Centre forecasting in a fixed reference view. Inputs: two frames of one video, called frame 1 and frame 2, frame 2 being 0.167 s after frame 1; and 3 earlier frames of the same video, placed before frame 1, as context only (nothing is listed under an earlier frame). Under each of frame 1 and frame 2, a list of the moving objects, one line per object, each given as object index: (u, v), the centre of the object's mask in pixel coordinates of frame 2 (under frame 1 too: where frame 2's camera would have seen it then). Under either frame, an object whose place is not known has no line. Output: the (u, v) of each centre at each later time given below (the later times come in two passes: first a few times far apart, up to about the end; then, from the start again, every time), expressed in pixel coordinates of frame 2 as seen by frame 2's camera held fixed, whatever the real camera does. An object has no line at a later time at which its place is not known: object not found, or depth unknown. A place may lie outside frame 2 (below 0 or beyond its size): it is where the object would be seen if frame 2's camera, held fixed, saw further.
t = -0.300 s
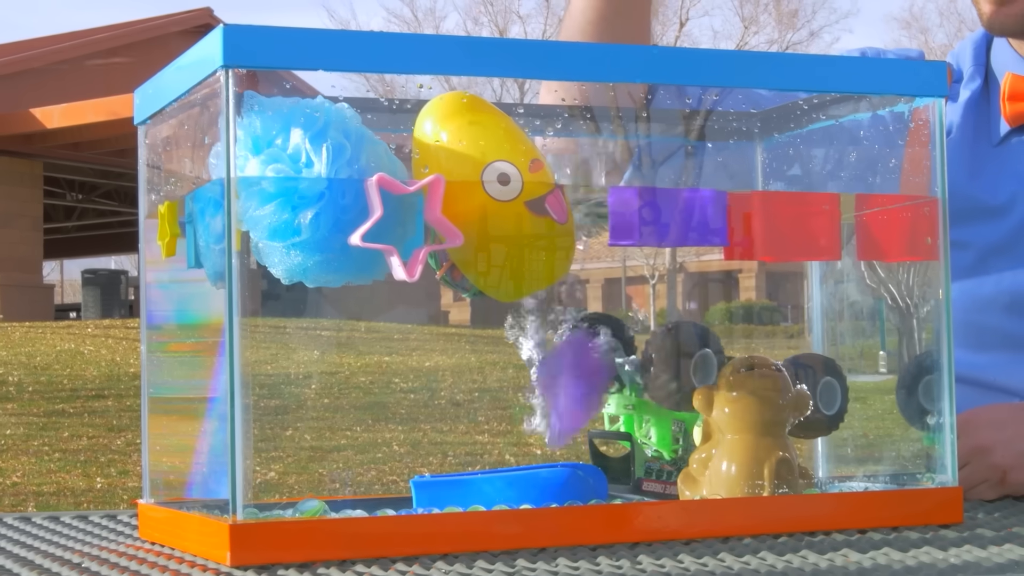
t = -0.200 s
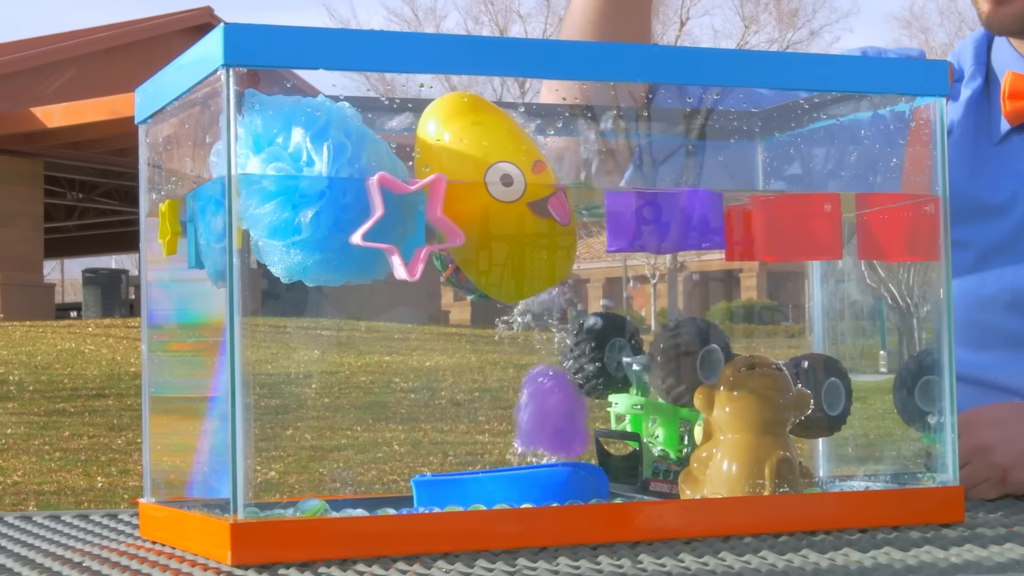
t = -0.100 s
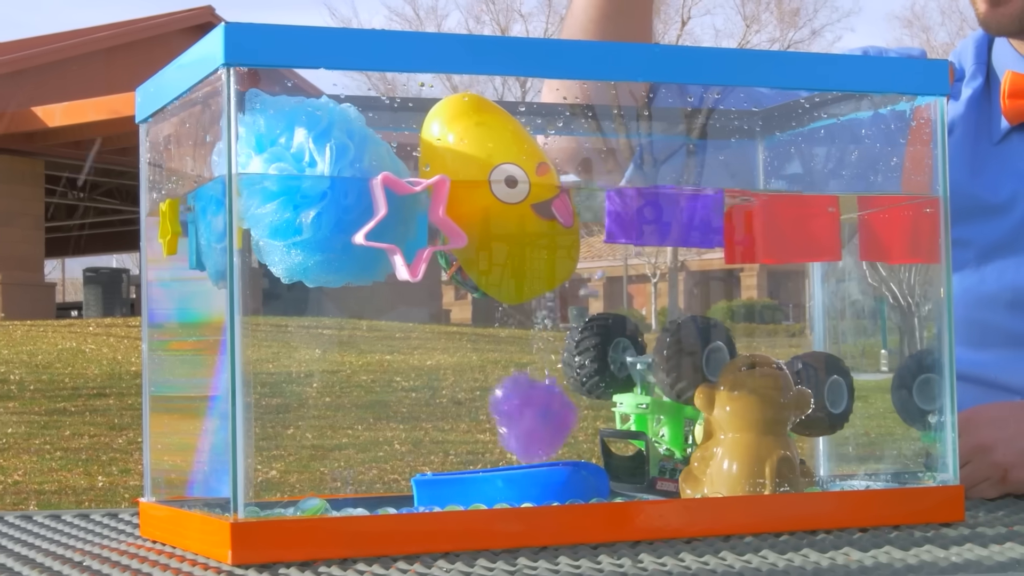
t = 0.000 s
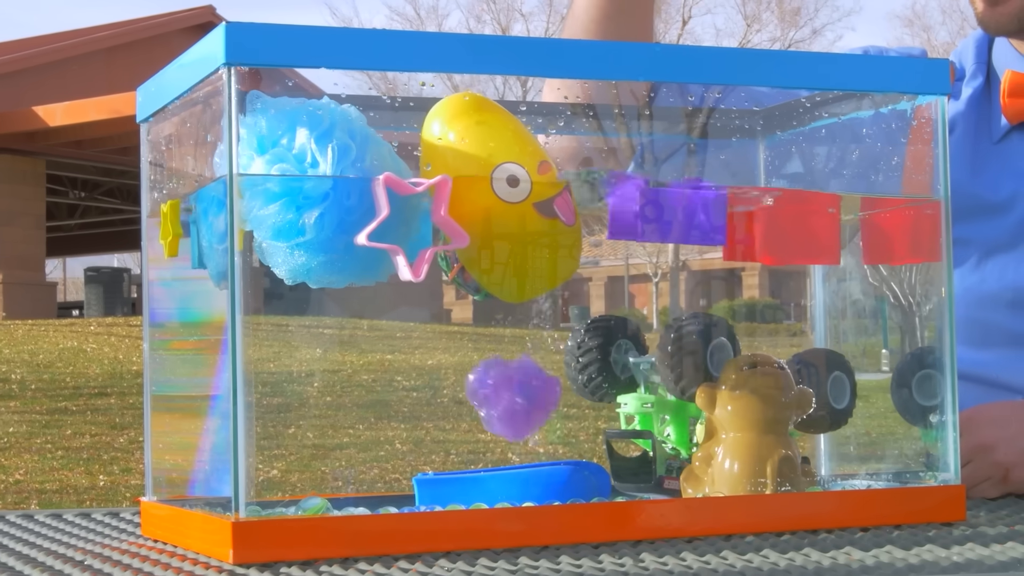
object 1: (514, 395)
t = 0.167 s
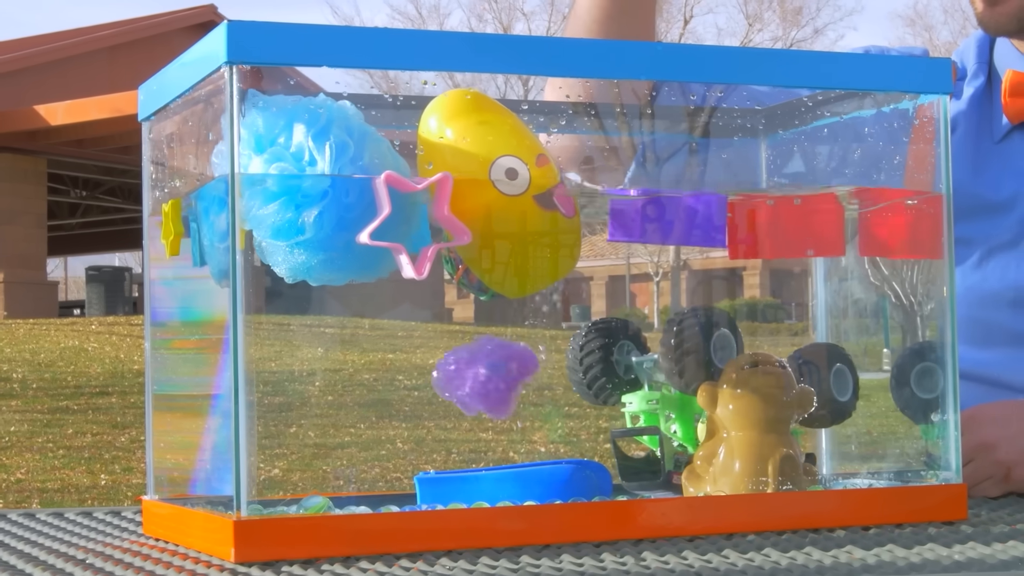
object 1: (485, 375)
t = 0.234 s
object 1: (477, 372)
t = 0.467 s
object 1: (454, 366)
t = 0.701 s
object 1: (435, 377)
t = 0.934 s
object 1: (421, 408)
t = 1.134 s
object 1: (417, 444)
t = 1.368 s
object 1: (413, 462)
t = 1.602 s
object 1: (410, 458)
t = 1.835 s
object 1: (410, 465)
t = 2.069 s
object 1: (409, 476)
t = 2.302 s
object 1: (410, 476)
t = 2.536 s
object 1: (408, 474)
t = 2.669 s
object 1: (407, 475)
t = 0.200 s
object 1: (481, 374)
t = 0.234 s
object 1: (477, 372)
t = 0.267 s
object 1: (473, 370)
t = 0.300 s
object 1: (470, 369)
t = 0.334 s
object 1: (466, 368)
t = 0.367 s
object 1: (463, 367)
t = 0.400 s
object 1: (460, 366)
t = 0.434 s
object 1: (457, 366)
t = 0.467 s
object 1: (454, 366)
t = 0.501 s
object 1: (451, 366)
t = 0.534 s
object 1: (449, 367)
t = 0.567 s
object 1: (446, 368)
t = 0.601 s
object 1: (443, 369)
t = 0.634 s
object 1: (440, 371)
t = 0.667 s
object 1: (437, 374)
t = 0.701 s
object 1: (435, 377)
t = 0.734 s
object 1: (432, 380)
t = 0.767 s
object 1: (429, 384)
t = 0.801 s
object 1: (427, 388)
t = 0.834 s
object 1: (426, 393)
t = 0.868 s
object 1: (424, 397)
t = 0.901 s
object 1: (422, 402)
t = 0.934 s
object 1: (421, 408)
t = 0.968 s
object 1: (420, 413)
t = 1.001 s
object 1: (419, 419)
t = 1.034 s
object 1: (418, 424)
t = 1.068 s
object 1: (418, 431)
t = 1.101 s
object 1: (417, 437)
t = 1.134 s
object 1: (417, 444)
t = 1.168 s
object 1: (417, 450)
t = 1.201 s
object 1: (416, 455)
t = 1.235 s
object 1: (415, 459)
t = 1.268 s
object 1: (415, 464)
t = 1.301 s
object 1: (415, 464)
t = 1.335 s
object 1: (414, 463)
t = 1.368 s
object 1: (413, 462)
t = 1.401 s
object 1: (413, 461)
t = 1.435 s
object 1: (412, 459)
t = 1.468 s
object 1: (411, 459)
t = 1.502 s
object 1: (411, 459)
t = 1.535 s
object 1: (410, 458)
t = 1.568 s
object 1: (410, 458)
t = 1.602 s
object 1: (410, 458)
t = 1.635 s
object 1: (410, 458)
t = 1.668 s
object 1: (410, 459)
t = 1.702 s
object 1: (410, 460)
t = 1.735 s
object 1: (411, 461)
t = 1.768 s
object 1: (411, 462)
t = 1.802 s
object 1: (411, 463)
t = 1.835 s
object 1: (410, 465)
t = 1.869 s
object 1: (410, 467)
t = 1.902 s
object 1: (410, 469)
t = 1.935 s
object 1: (410, 471)
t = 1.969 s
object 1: (409, 473)
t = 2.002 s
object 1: (409, 474)
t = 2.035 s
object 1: (409, 475)
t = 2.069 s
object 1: (409, 476)
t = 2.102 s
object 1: (410, 477)
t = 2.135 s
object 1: (410, 478)
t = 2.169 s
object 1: (410, 479)
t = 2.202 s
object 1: (411, 479)
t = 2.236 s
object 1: (410, 478)
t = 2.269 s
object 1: (410, 477)
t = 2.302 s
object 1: (410, 476)
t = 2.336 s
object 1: (410, 475)
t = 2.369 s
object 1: (409, 475)
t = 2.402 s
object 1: (409, 474)
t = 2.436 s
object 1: (408, 474)
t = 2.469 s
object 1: (408, 474)
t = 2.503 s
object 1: (408, 474)
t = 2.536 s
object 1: (408, 474)
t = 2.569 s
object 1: (408, 474)
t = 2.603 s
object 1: (407, 474)
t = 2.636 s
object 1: (407, 475)
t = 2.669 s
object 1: (407, 475)
